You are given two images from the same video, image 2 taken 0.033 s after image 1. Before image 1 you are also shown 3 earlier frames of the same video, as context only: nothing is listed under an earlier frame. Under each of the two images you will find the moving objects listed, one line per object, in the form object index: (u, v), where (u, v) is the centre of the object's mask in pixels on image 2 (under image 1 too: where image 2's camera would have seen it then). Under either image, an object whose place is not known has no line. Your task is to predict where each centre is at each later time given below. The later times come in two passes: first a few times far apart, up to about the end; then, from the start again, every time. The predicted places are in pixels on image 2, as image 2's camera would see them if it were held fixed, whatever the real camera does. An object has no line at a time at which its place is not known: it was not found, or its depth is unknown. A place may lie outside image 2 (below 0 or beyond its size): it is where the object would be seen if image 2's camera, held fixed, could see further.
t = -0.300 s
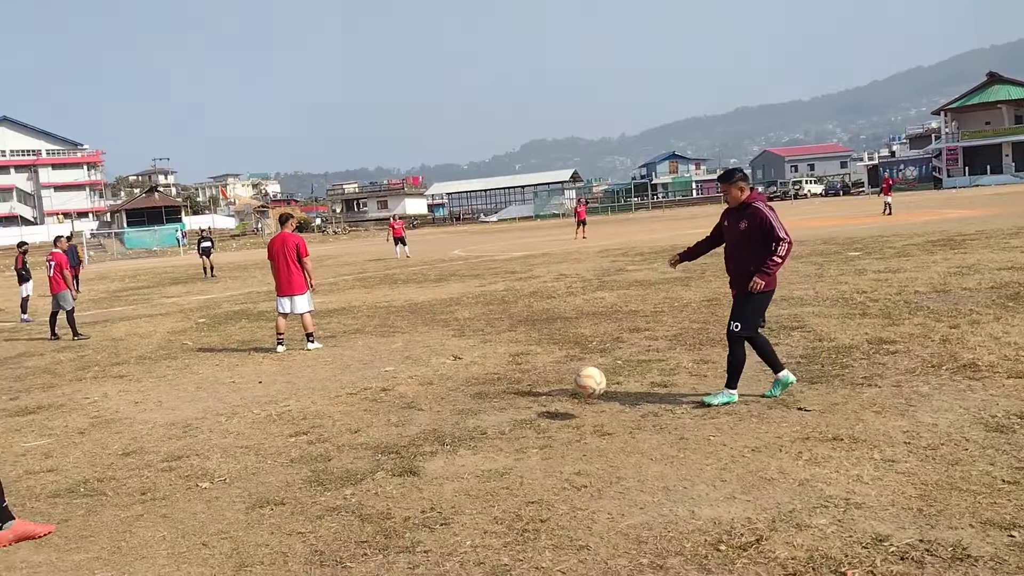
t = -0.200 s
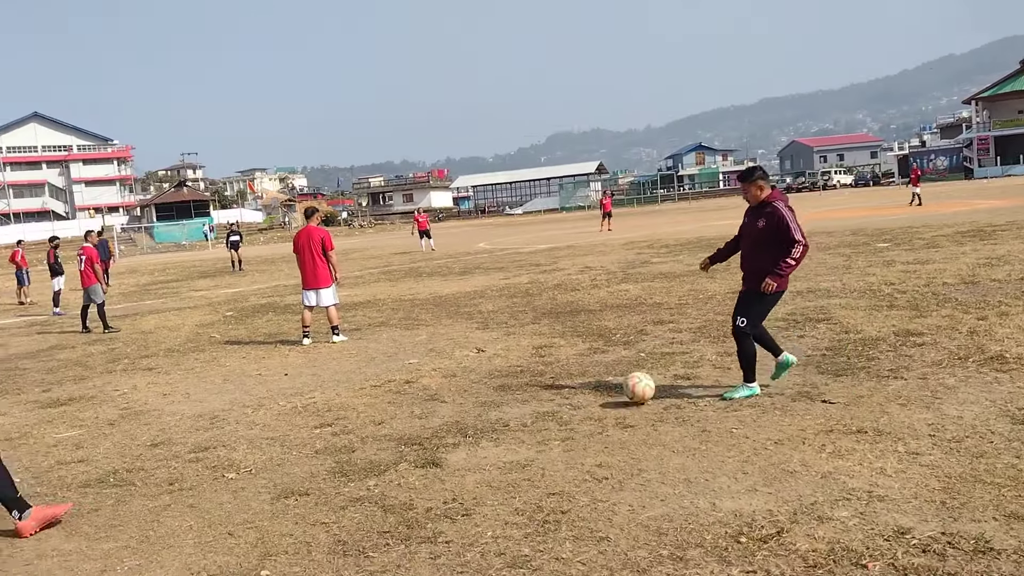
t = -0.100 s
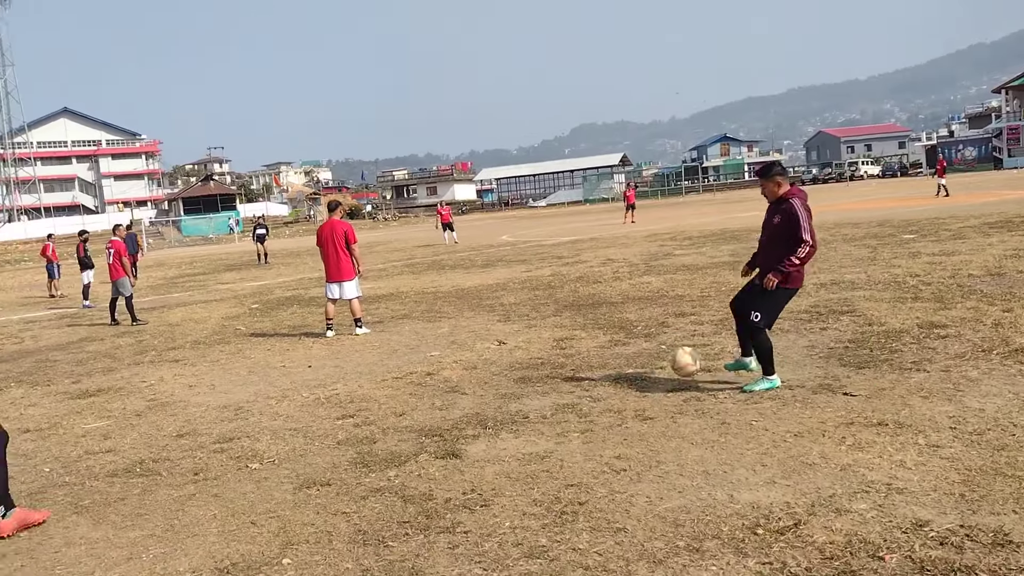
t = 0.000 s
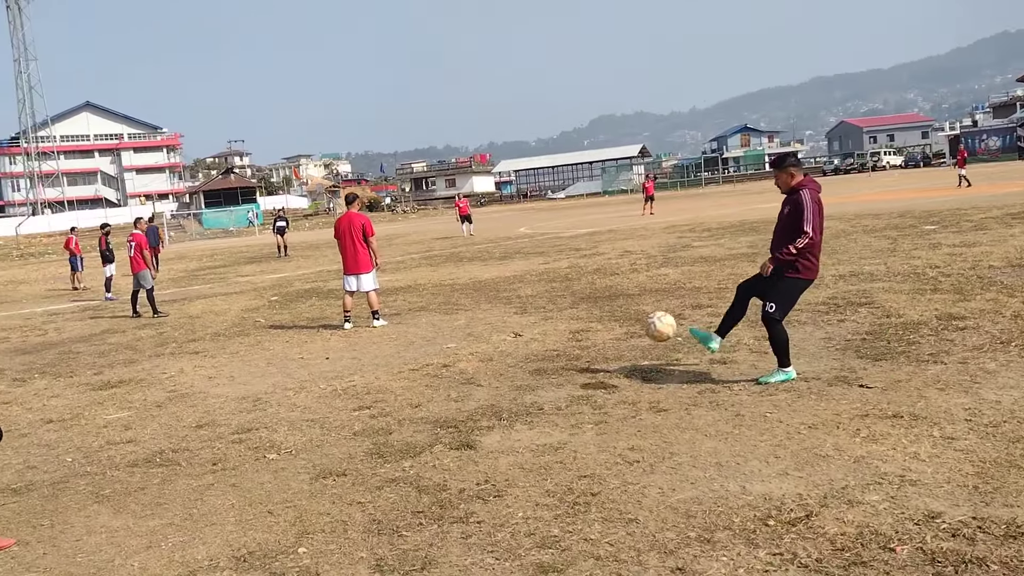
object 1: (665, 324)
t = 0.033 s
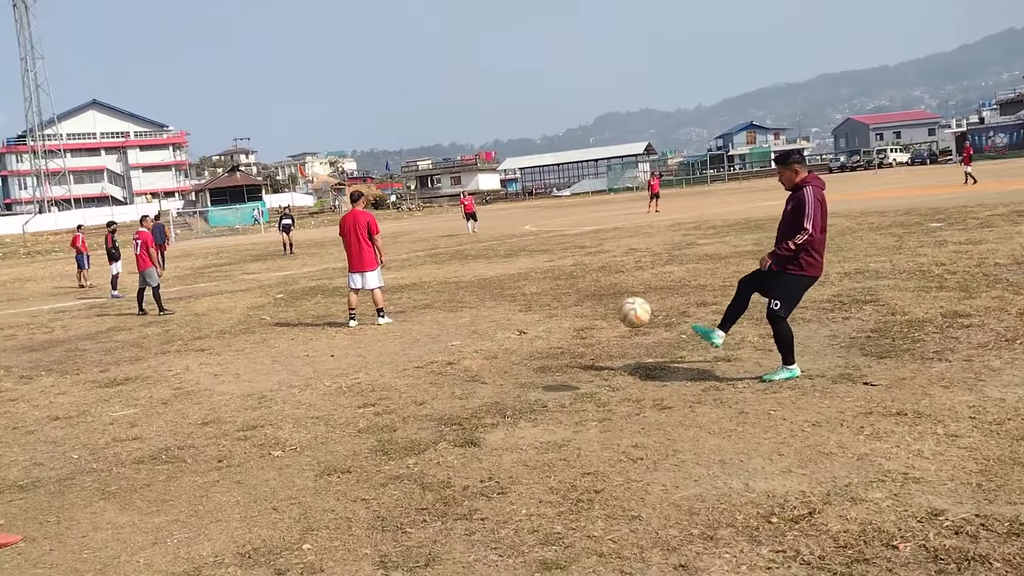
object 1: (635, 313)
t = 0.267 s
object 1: (405, 270)
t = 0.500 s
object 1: (126, 311)
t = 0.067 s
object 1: (604, 302)
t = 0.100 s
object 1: (573, 293)
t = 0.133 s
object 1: (541, 286)
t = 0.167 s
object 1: (508, 280)
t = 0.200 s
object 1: (475, 275)
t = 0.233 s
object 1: (441, 272)
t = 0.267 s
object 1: (405, 270)
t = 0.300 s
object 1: (369, 272)
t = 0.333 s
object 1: (331, 273)
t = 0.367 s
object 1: (293, 277)
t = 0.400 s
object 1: (253, 283)
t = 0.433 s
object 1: (212, 290)
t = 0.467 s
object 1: (168, 299)
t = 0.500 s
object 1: (126, 311)
